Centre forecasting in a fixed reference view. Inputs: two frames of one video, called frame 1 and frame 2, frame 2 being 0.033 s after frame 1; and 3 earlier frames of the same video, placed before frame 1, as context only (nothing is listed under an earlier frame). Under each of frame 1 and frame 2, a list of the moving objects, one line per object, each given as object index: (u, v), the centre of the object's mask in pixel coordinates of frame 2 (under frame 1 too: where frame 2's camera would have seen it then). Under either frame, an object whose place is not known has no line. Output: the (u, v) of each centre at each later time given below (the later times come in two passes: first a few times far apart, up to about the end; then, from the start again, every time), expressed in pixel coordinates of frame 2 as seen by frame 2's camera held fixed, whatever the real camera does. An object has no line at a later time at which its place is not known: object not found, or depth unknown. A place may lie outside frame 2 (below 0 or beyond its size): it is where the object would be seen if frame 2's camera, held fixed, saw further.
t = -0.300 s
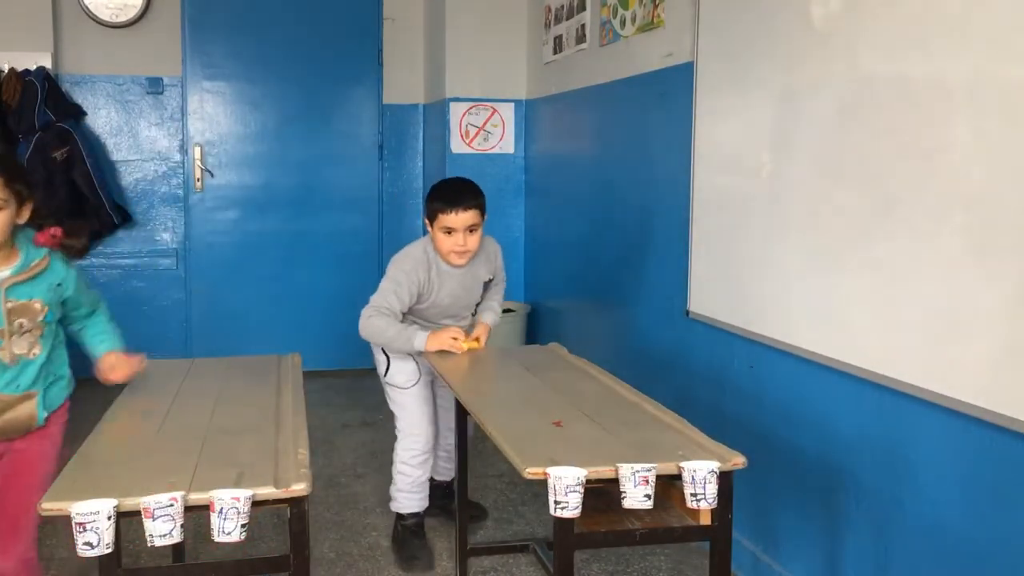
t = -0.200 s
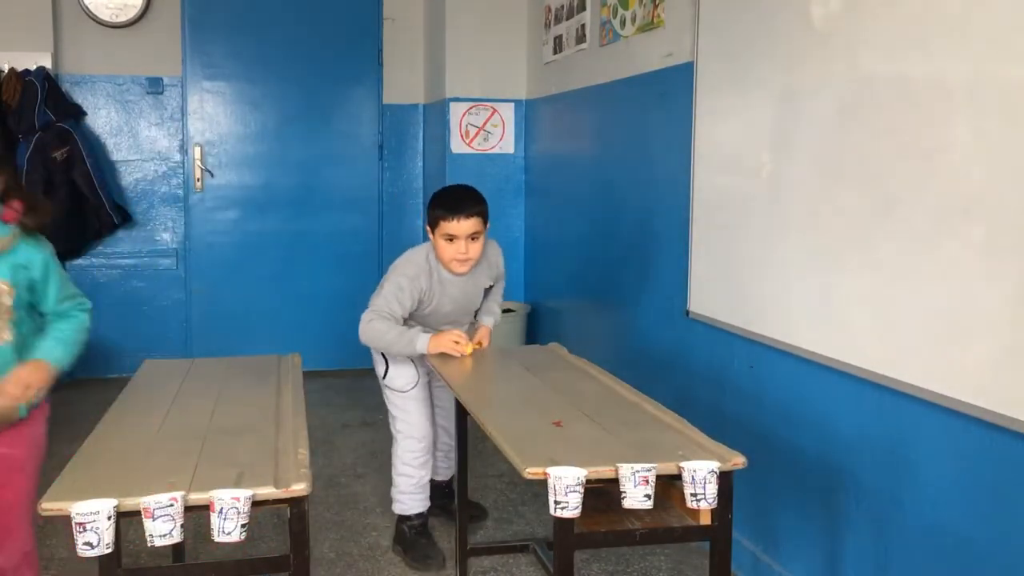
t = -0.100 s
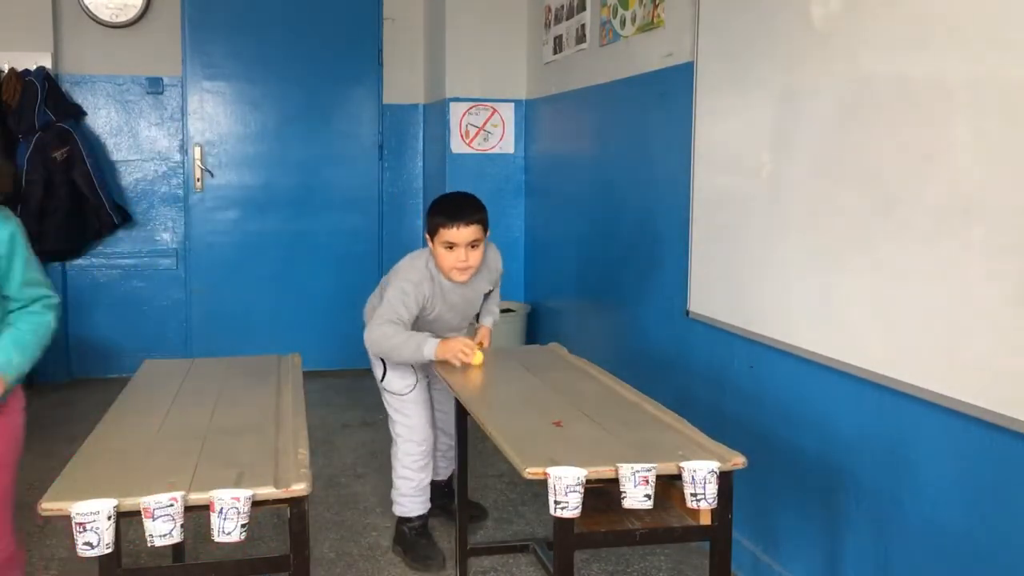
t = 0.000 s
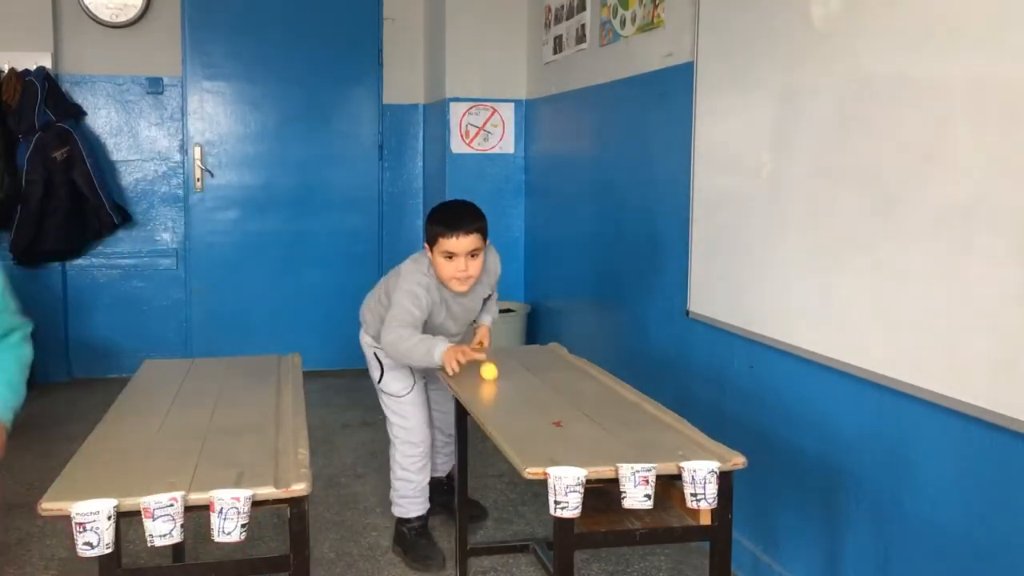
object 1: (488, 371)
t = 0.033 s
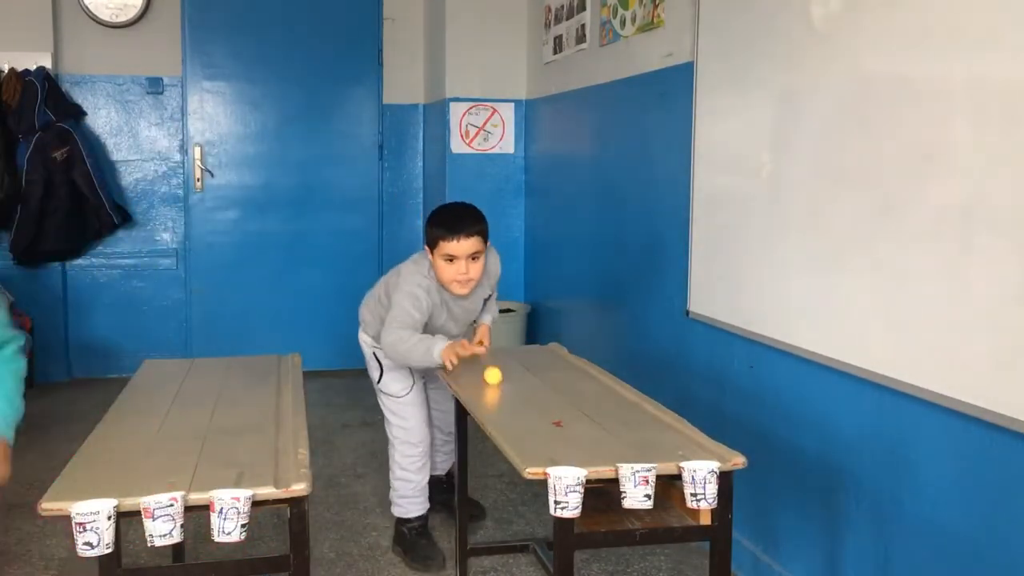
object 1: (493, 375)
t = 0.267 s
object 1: (516, 406)
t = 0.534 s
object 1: (545, 440)
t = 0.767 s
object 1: (580, 466)
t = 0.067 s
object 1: (496, 381)
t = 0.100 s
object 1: (500, 384)
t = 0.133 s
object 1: (504, 389)
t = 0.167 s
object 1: (507, 393)
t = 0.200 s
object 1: (511, 398)
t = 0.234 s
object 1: (514, 402)
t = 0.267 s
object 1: (516, 406)
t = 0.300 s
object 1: (519, 409)
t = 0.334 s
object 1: (522, 414)
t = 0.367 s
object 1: (525, 418)
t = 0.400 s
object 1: (529, 422)
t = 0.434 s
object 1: (533, 427)
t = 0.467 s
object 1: (536, 431)
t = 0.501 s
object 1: (540, 436)
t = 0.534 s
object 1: (545, 440)
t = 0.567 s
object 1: (549, 445)
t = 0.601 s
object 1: (554, 449)
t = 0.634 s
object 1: (559, 453)
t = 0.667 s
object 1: (564, 454)
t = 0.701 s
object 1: (571, 461)
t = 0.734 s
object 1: (576, 463)
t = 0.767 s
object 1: (580, 466)
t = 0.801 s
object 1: (587, 479)
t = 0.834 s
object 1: (591, 497)
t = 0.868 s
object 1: (595, 521)
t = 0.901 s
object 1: (600, 554)
